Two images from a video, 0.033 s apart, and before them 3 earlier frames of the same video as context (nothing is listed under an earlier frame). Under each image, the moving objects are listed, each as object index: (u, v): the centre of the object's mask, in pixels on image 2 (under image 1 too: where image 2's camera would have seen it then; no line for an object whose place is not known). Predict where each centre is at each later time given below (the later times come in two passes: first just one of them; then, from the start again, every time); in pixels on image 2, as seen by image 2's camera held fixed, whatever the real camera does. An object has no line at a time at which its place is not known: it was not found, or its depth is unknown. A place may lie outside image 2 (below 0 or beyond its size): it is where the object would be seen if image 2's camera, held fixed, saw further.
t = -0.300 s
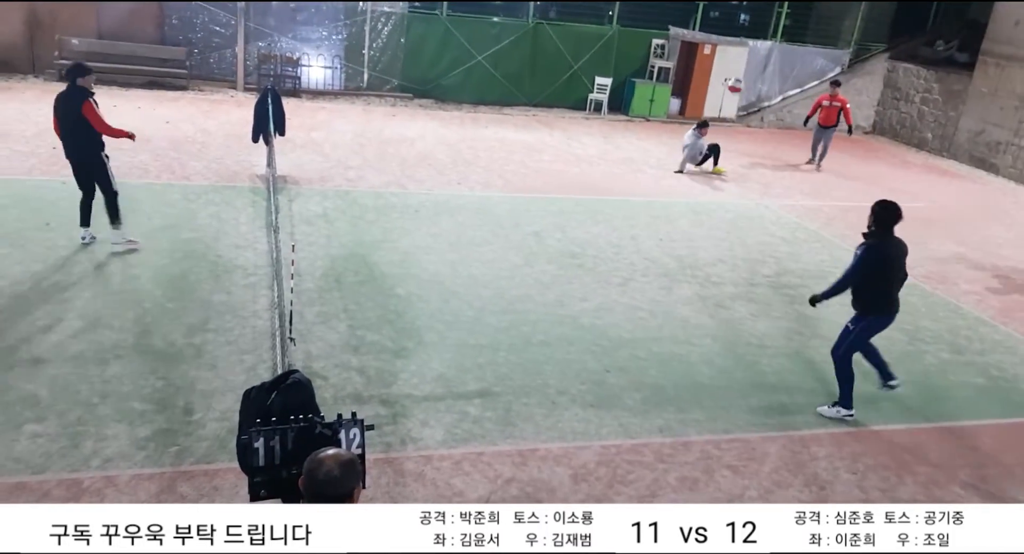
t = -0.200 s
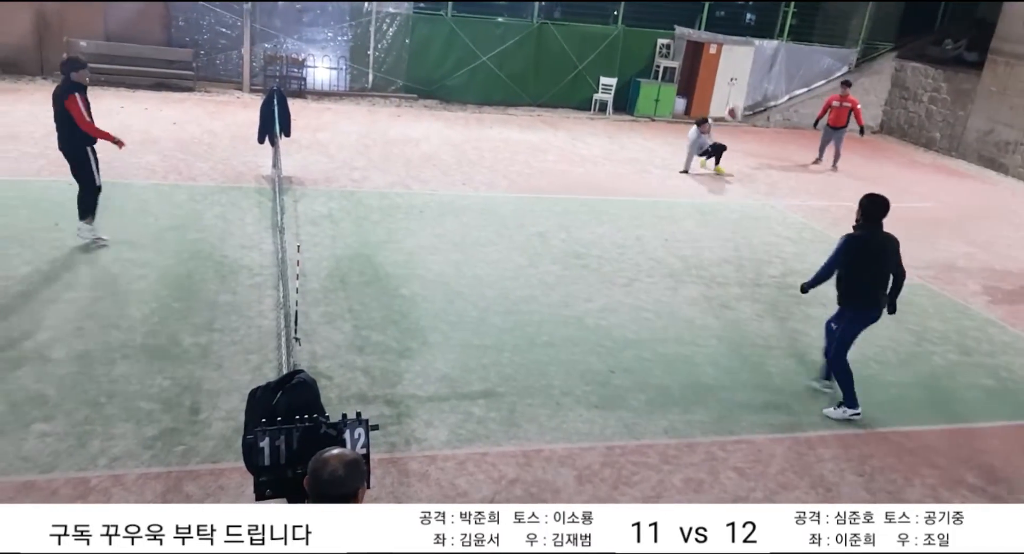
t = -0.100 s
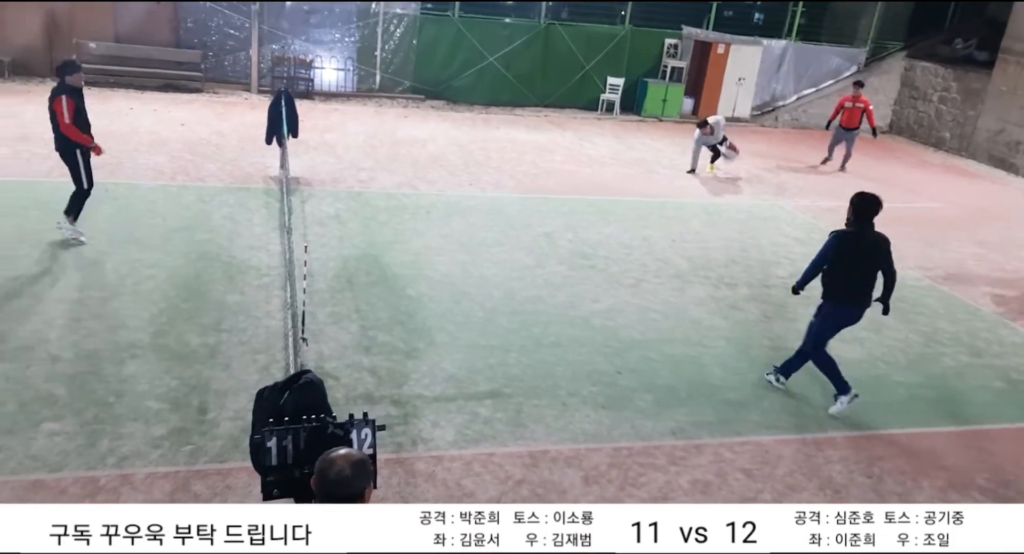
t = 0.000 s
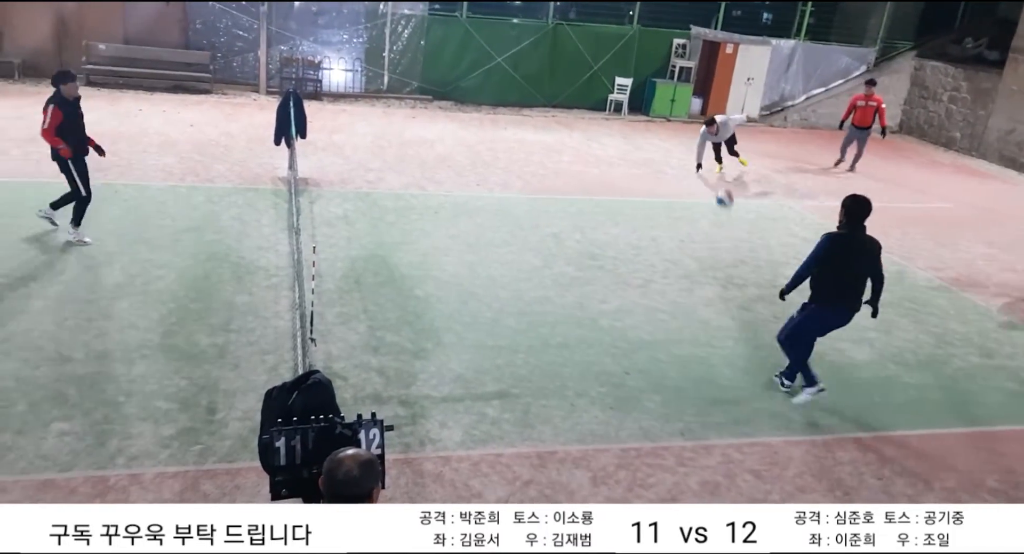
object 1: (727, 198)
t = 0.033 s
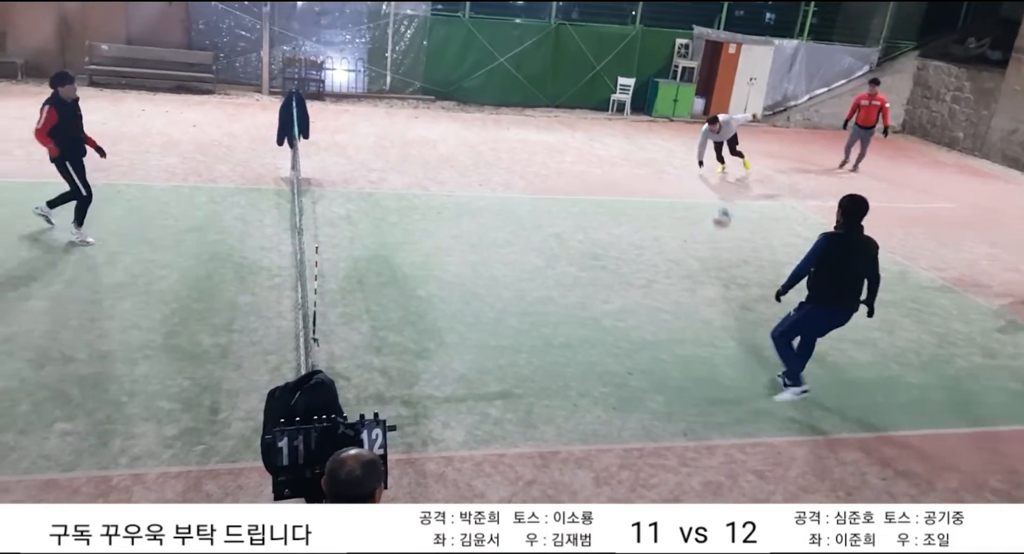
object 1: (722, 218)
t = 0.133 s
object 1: (705, 279)
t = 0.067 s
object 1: (719, 235)
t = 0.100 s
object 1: (711, 258)
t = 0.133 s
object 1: (705, 279)
